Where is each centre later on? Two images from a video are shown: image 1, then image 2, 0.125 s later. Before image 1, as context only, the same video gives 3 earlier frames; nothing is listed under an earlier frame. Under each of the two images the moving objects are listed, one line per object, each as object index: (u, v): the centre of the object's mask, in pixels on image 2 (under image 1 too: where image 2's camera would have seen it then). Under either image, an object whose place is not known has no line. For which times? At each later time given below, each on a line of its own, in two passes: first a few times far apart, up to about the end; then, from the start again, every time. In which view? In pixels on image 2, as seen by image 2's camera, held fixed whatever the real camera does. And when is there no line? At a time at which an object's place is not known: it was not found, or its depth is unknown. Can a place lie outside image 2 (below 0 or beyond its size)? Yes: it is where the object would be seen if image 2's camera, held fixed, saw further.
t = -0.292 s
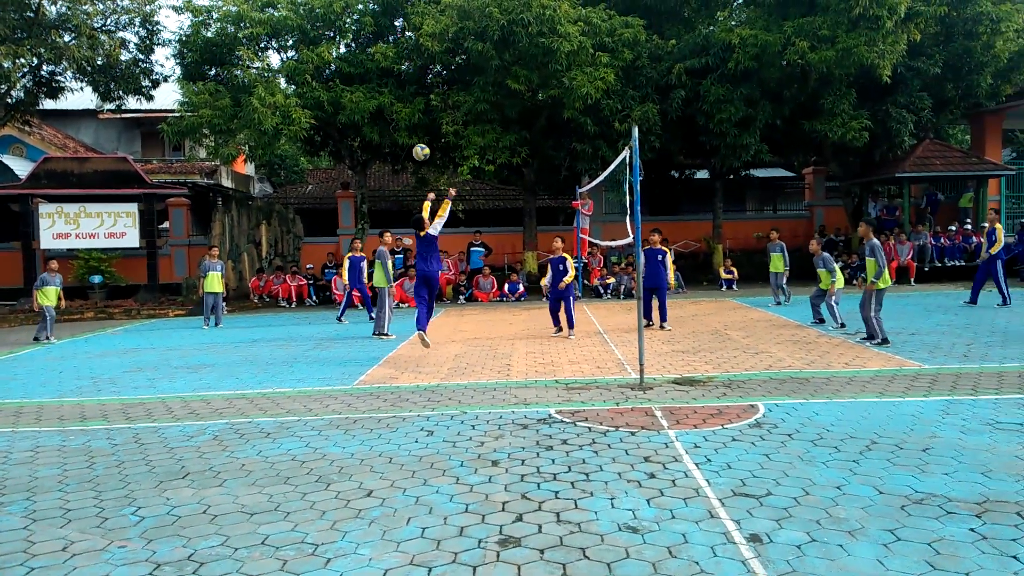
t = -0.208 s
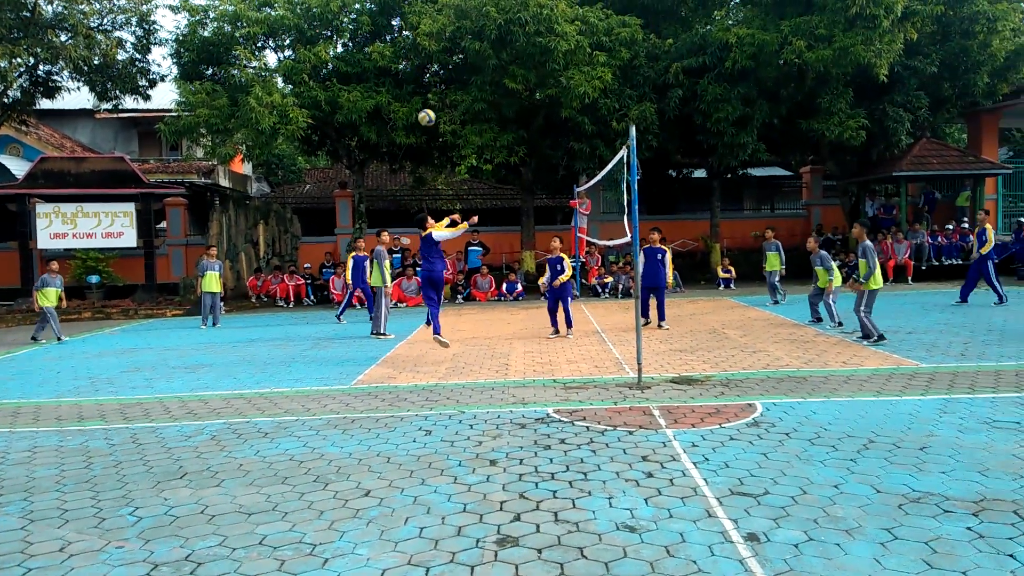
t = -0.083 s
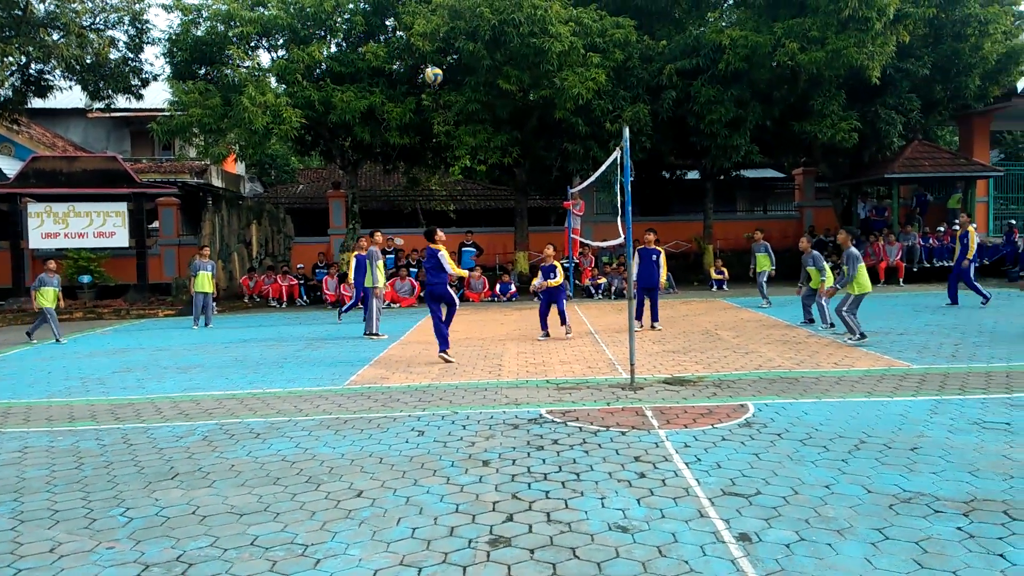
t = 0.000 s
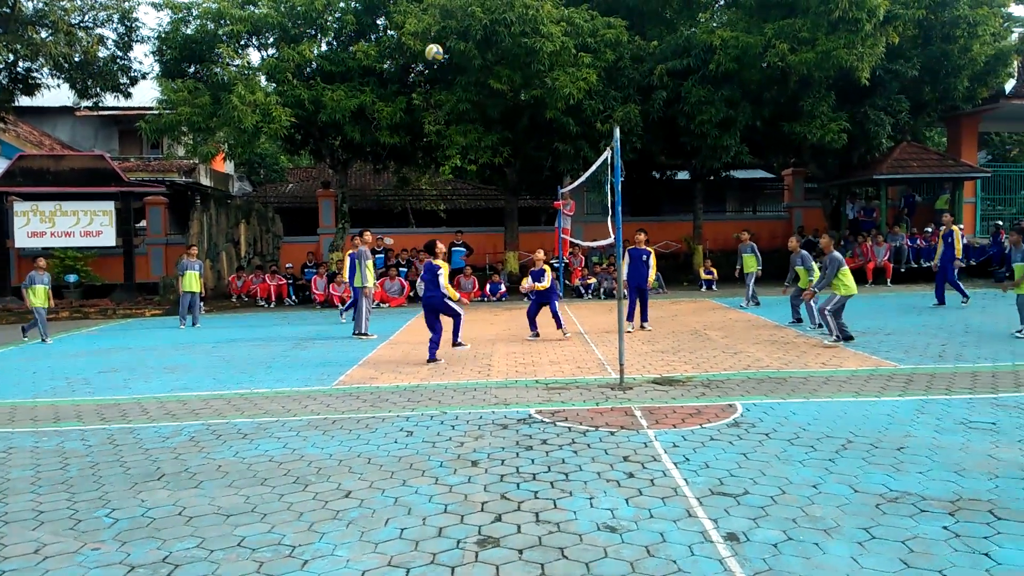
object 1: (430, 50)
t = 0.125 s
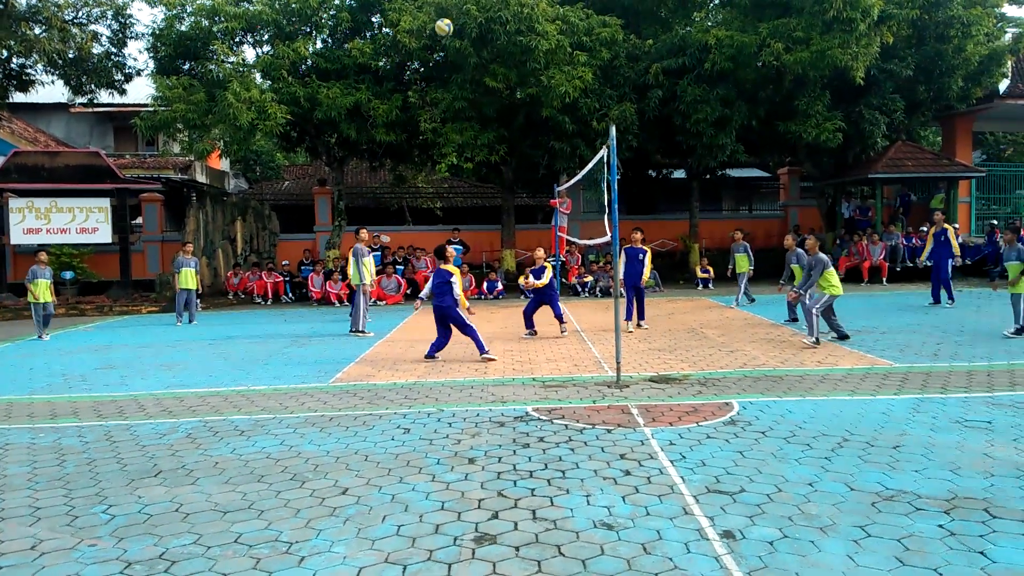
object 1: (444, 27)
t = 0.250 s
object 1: (458, 16)
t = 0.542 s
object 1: (497, 42)
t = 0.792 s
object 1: (529, 121)
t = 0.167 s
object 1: (450, 22)
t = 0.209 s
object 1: (454, 19)
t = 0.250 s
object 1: (458, 16)
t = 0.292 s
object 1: (464, 15)
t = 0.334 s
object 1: (470, 16)
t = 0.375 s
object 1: (474, 18)
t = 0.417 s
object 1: (480, 22)
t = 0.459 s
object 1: (485, 27)
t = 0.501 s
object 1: (491, 34)
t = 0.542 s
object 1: (497, 42)
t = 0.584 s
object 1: (502, 51)
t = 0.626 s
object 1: (507, 62)
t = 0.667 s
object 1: (512, 75)
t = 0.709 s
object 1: (518, 88)
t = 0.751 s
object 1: (524, 104)
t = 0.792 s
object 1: (529, 121)
